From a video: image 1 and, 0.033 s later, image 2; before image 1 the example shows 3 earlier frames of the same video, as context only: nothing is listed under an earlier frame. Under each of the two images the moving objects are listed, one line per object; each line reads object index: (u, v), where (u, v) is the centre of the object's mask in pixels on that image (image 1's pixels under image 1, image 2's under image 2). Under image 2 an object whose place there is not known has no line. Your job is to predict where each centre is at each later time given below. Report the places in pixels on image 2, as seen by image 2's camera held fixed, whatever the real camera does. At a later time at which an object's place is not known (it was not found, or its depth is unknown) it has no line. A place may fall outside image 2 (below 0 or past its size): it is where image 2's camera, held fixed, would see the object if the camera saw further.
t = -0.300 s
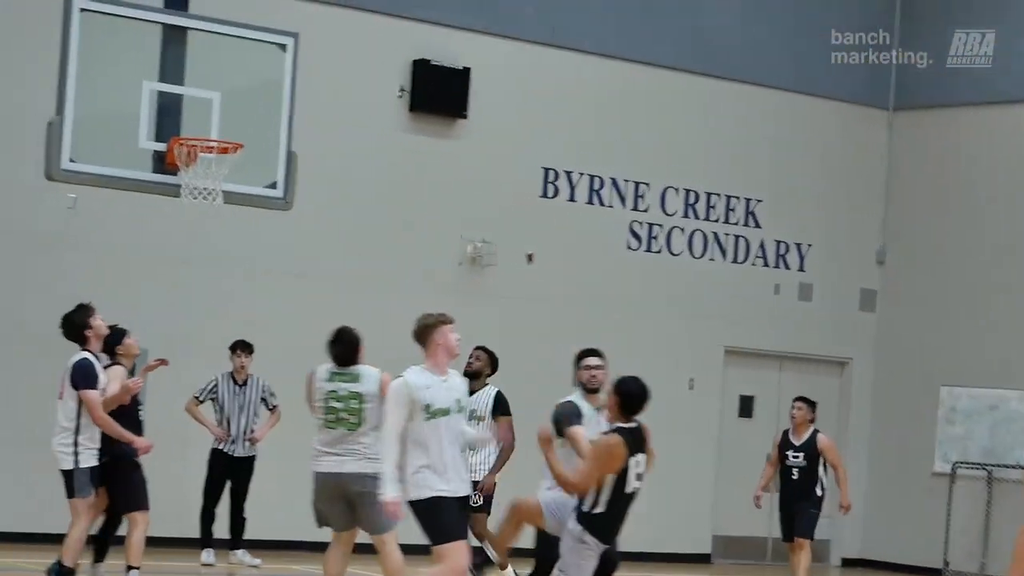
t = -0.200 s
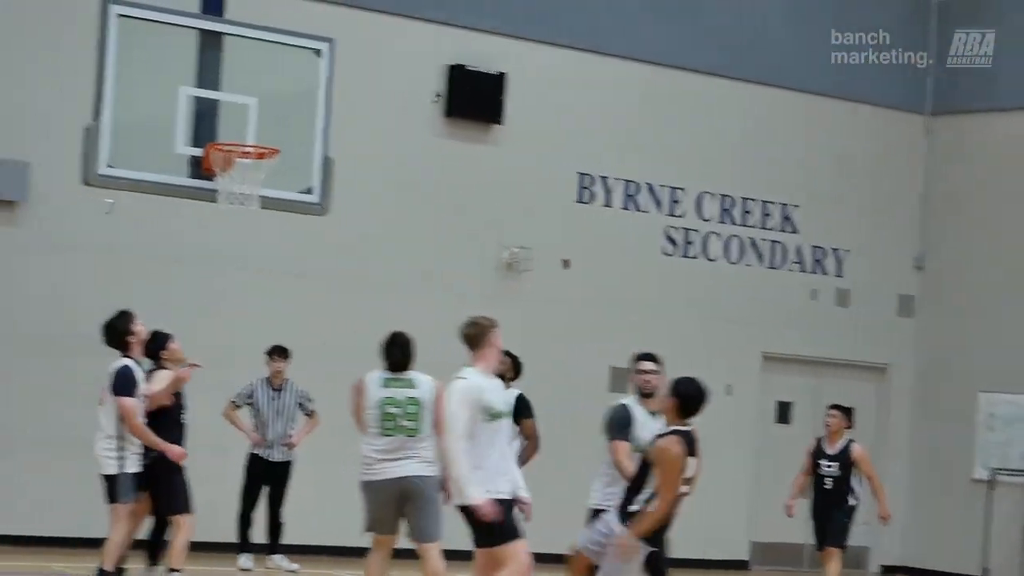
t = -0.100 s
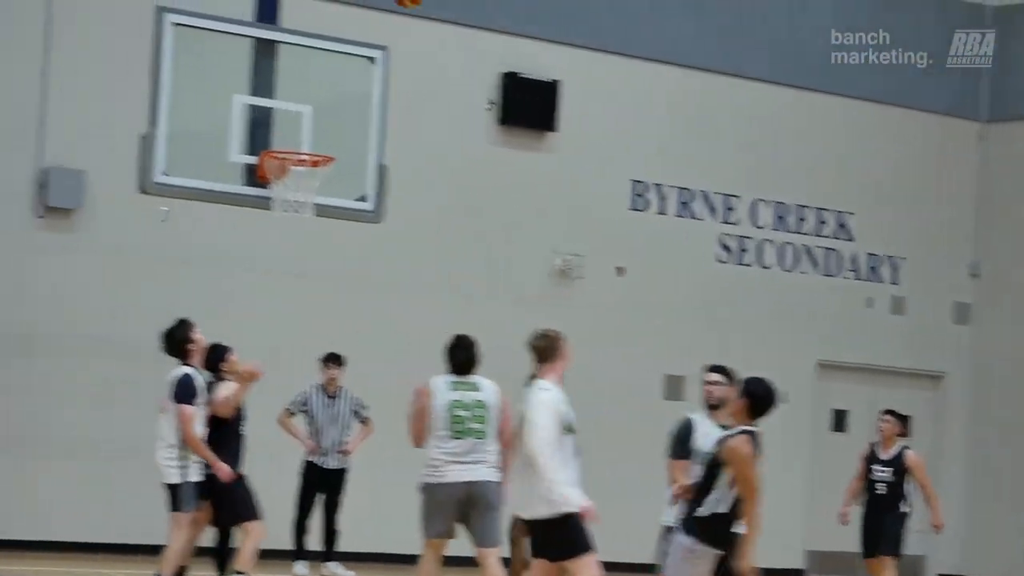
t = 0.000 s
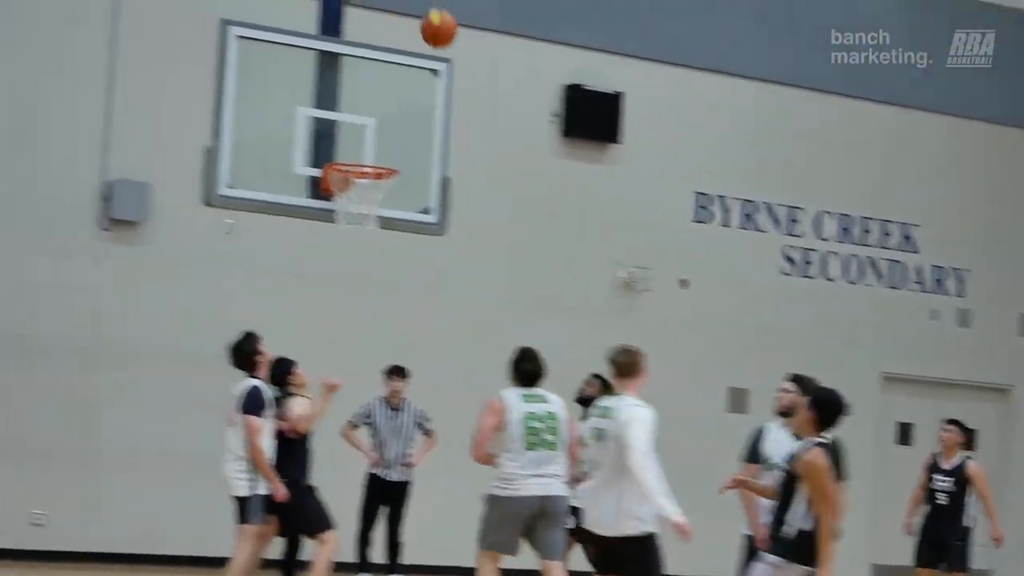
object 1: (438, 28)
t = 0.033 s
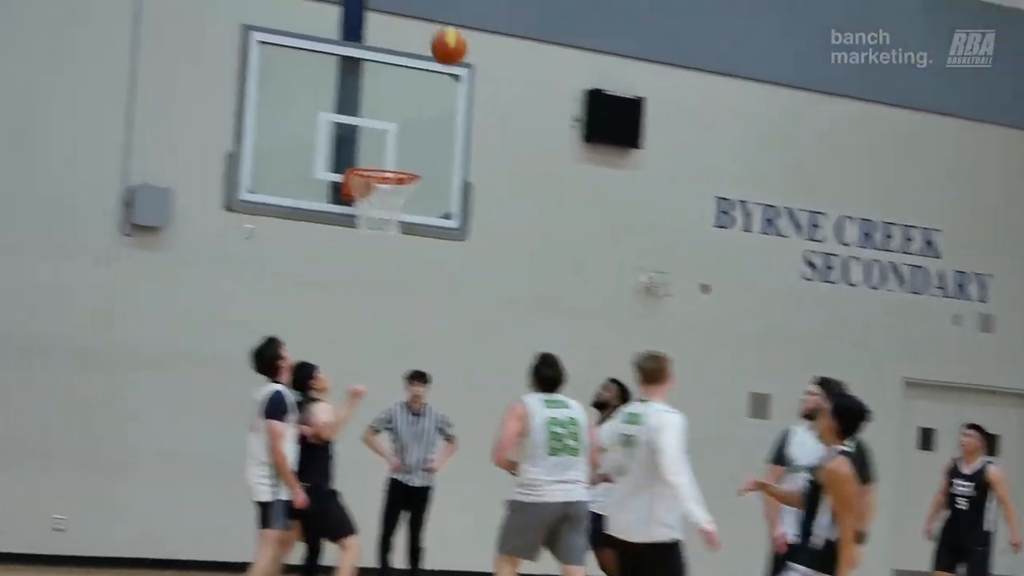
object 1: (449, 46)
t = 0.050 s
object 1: (443, 53)
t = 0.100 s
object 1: (424, 77)
